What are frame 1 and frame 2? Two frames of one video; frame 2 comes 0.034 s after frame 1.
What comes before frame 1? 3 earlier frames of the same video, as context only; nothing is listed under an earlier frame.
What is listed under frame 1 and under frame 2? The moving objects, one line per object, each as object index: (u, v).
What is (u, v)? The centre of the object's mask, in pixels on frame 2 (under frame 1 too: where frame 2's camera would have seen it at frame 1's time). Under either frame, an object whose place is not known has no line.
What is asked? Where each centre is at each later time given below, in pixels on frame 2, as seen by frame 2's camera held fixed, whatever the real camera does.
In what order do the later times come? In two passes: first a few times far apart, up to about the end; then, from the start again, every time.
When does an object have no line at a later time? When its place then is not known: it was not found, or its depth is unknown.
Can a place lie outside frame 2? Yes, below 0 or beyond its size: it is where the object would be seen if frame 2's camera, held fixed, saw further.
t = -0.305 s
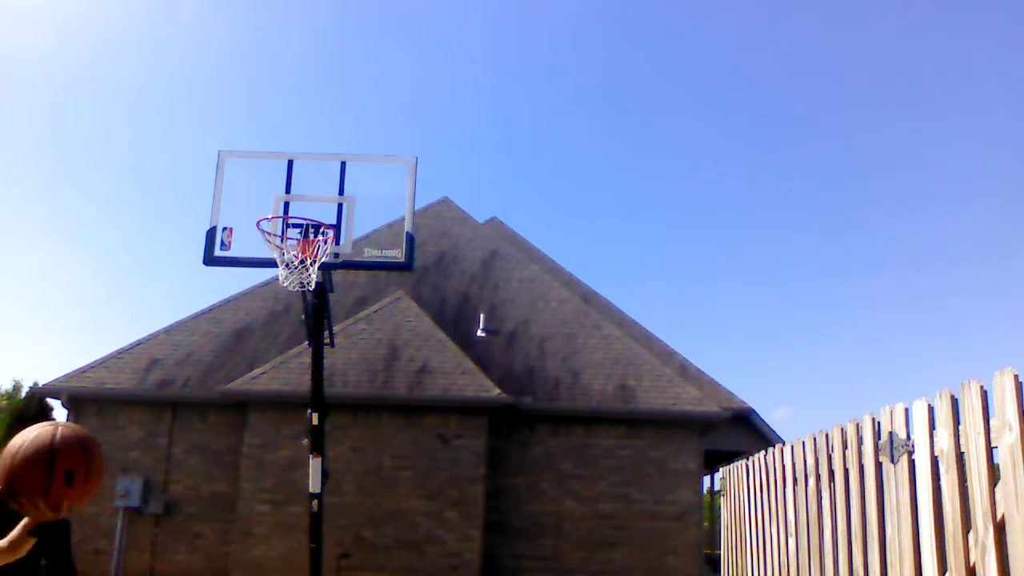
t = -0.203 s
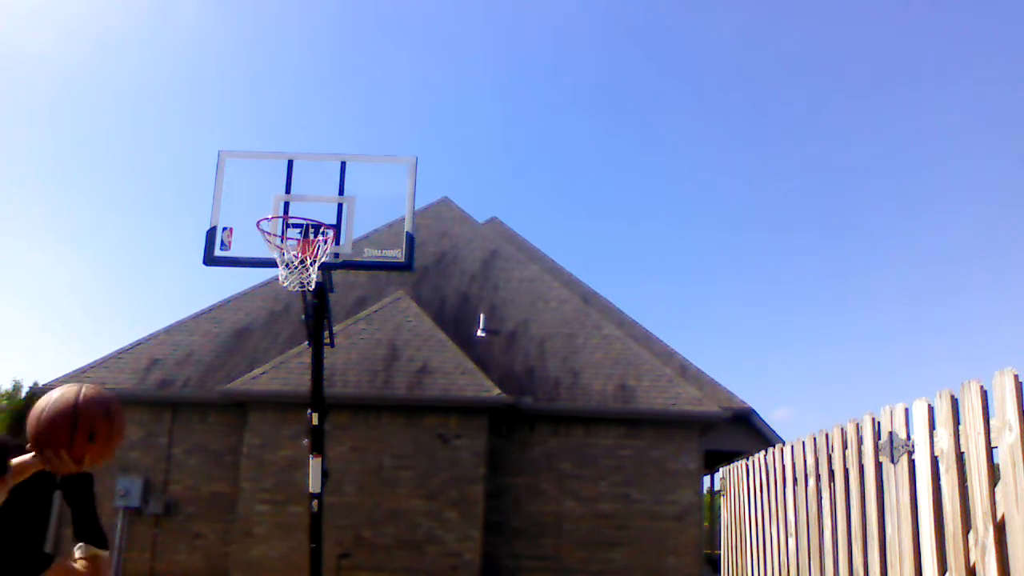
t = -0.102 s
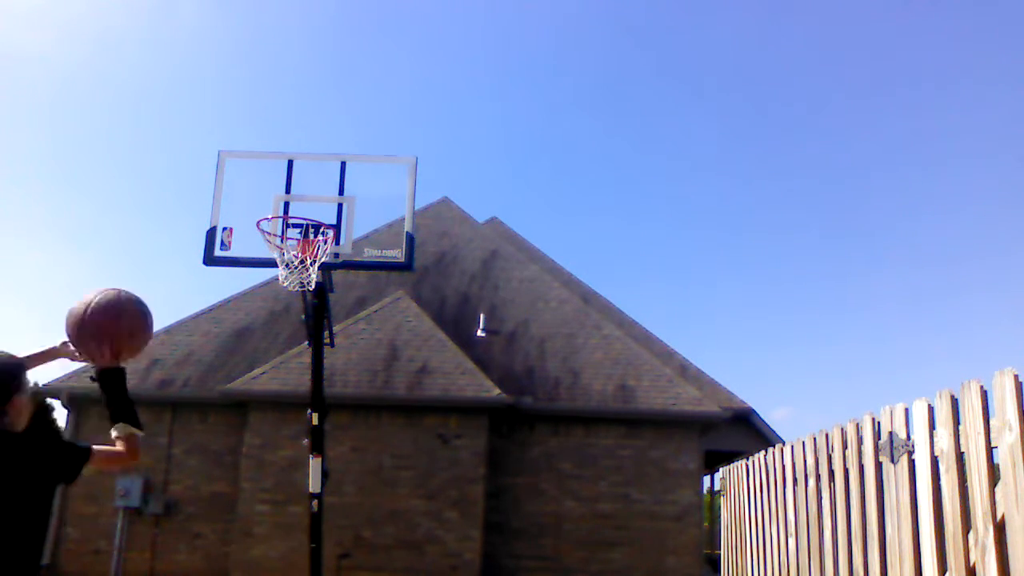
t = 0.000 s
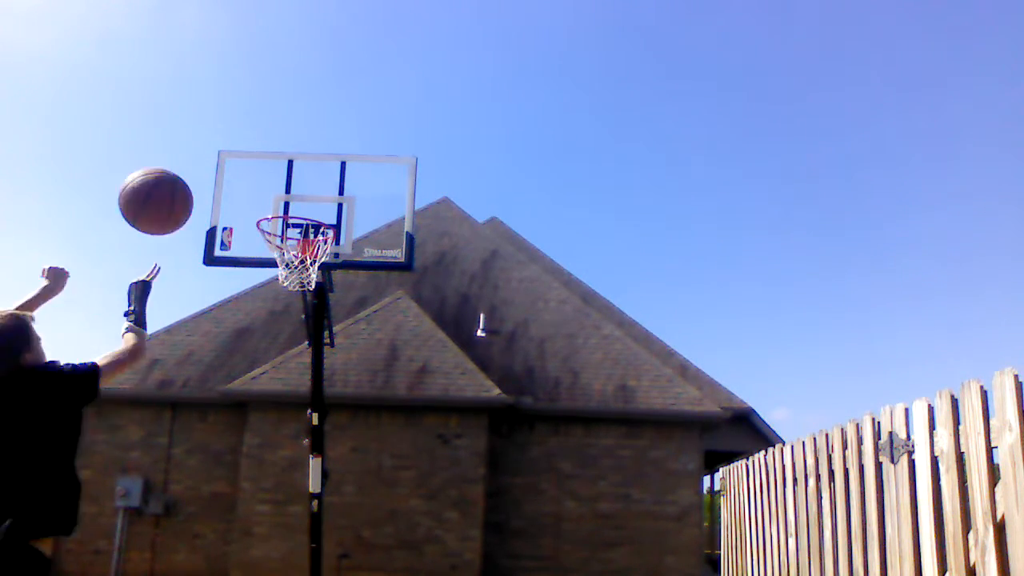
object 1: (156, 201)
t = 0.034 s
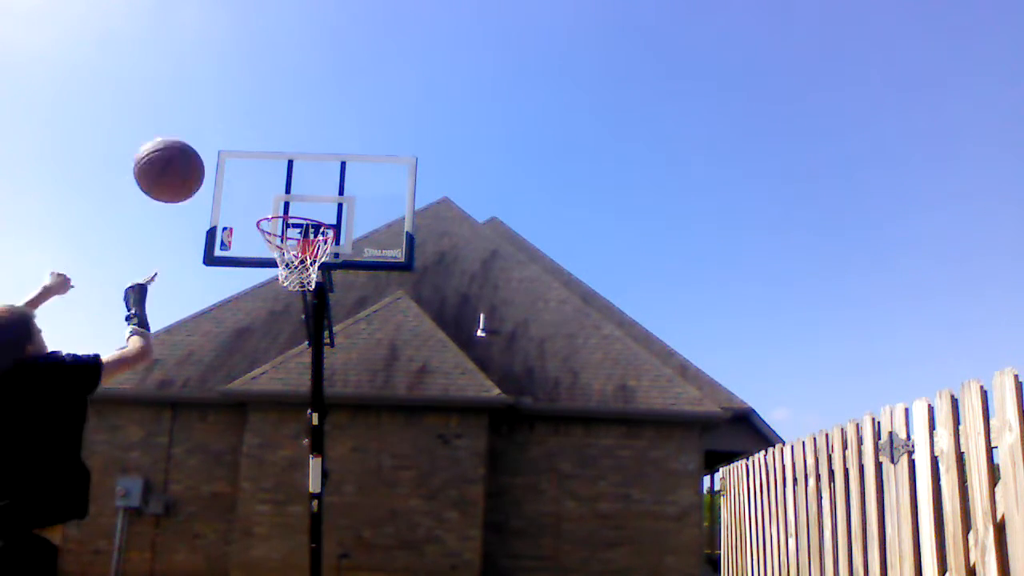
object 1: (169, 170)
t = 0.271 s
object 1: (229, 68)
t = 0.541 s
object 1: (255, 100)
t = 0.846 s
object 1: (259, 195)
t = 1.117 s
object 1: (239, 226)
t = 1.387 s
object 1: (203, 331)
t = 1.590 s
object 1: (169, 485)
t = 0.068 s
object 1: (180, 145)
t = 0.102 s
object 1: (191, 123)
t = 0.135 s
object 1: (200, 106)
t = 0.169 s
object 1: (209, 92)
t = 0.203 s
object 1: (216, 81)
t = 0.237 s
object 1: (223, 73)
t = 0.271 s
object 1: (229, 68)
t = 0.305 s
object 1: (234, 65)
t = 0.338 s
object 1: (238, 65)
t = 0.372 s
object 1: (242, 66)
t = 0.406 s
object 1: (245, 70)
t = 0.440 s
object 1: (248, 75)
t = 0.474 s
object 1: (251, 82)
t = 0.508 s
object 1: (253, 90)
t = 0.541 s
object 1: (255, 100)
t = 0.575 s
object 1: (257, 112)
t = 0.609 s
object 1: (259, 125)
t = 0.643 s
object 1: (260, 139)
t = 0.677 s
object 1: (260, 155)
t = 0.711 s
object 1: (261, 172)
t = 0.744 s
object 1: (262, 191)
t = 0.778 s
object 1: (261, 199)
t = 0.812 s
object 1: (260, 196)
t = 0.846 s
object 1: (259, 195)
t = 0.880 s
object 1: (257, 195)
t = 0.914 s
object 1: (255, 197)
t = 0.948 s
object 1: (253, 201)
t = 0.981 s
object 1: (251, 206)
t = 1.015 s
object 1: (249, 211)
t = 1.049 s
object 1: (245, 216)
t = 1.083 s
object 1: (242, 220)
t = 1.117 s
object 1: (239, 226)
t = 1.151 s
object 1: (235, 234)
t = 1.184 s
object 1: (231, 241)
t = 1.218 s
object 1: (226, 253)
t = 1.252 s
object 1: (223, 266)
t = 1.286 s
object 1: (218, 279)
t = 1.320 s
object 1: (214, 295)
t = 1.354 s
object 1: (209, 313)
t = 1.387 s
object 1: (203, 331)
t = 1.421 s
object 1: (197, 353)
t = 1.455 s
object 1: (192, 375)
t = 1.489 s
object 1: (187, 400)
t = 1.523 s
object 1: (180, 424)
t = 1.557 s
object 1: (175, 453)
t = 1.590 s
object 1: (169, 485)
